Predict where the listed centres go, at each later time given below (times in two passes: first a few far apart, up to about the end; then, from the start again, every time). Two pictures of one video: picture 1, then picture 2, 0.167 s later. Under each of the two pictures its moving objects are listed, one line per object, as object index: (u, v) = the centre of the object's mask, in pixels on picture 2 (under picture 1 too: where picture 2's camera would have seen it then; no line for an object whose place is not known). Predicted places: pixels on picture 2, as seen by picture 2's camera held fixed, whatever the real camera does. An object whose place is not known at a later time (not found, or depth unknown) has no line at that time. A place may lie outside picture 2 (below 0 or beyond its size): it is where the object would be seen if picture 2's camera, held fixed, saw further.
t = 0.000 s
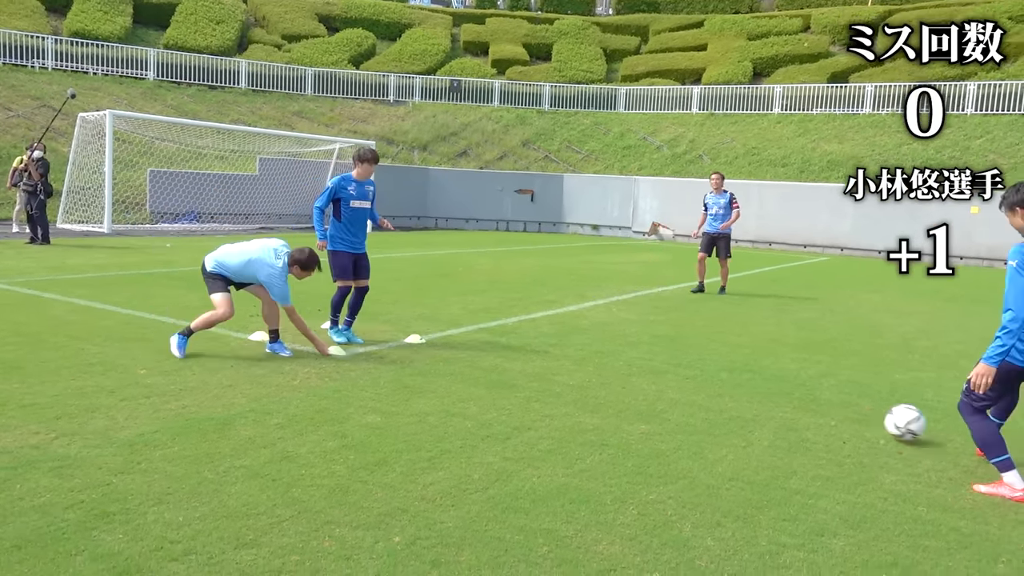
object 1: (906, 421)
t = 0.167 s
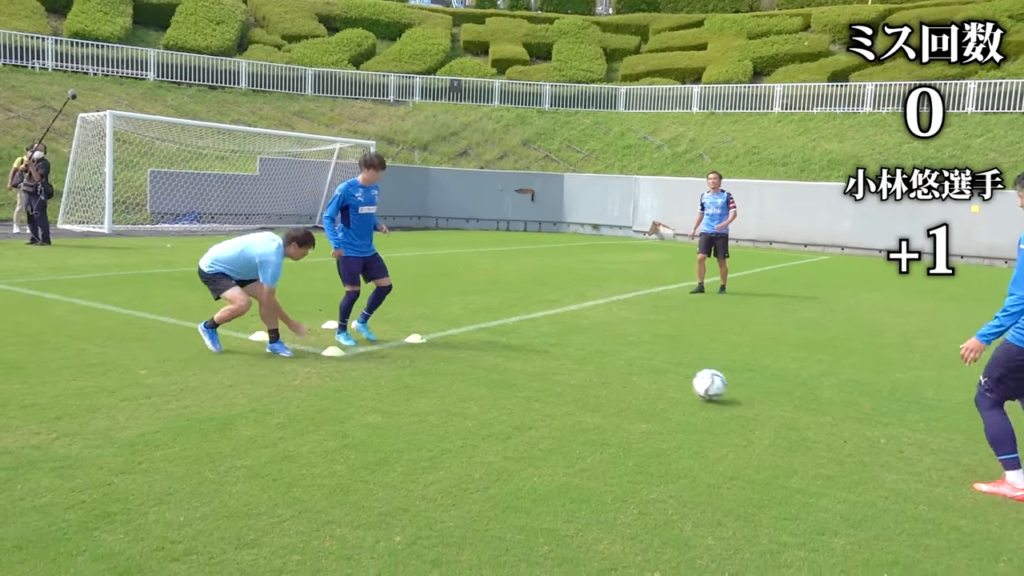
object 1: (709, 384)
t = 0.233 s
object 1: (649, 375)
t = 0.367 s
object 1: (553, 356)
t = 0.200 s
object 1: (678, 379)
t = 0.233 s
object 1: (649, 375)
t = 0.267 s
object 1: (621, 371)
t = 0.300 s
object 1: (598, 365)
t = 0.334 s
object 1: (575, 360)
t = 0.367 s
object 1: (553, 356)
